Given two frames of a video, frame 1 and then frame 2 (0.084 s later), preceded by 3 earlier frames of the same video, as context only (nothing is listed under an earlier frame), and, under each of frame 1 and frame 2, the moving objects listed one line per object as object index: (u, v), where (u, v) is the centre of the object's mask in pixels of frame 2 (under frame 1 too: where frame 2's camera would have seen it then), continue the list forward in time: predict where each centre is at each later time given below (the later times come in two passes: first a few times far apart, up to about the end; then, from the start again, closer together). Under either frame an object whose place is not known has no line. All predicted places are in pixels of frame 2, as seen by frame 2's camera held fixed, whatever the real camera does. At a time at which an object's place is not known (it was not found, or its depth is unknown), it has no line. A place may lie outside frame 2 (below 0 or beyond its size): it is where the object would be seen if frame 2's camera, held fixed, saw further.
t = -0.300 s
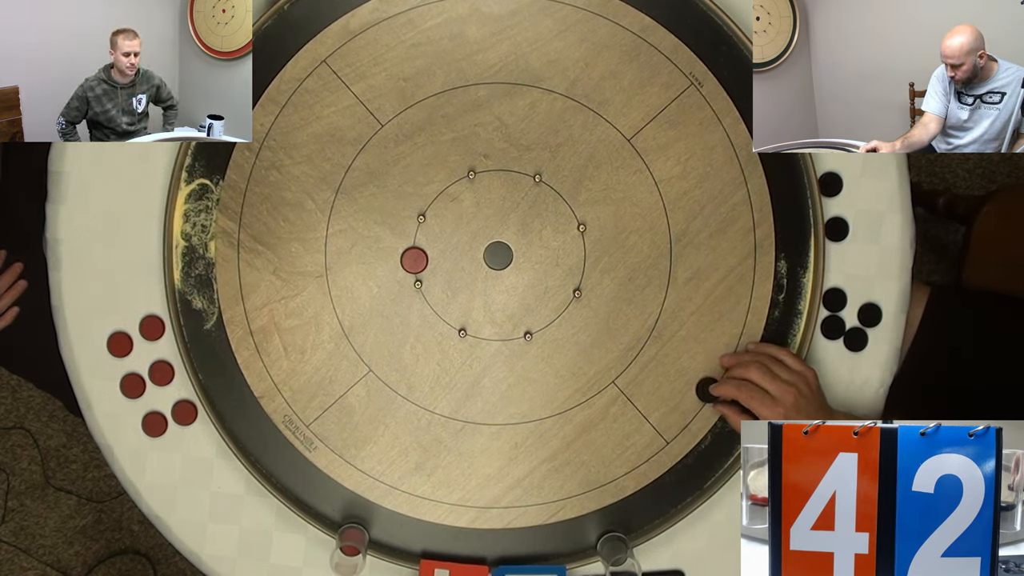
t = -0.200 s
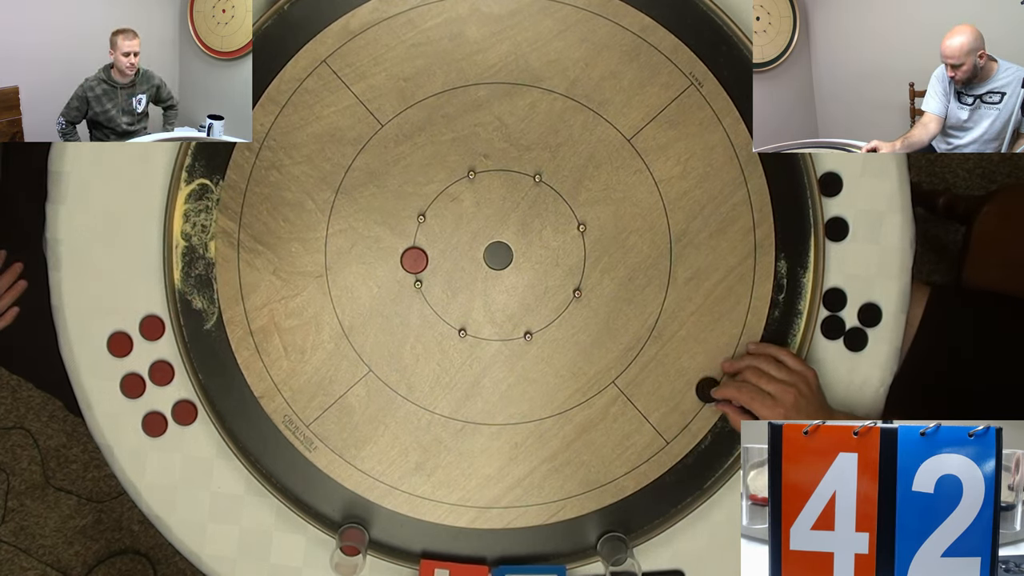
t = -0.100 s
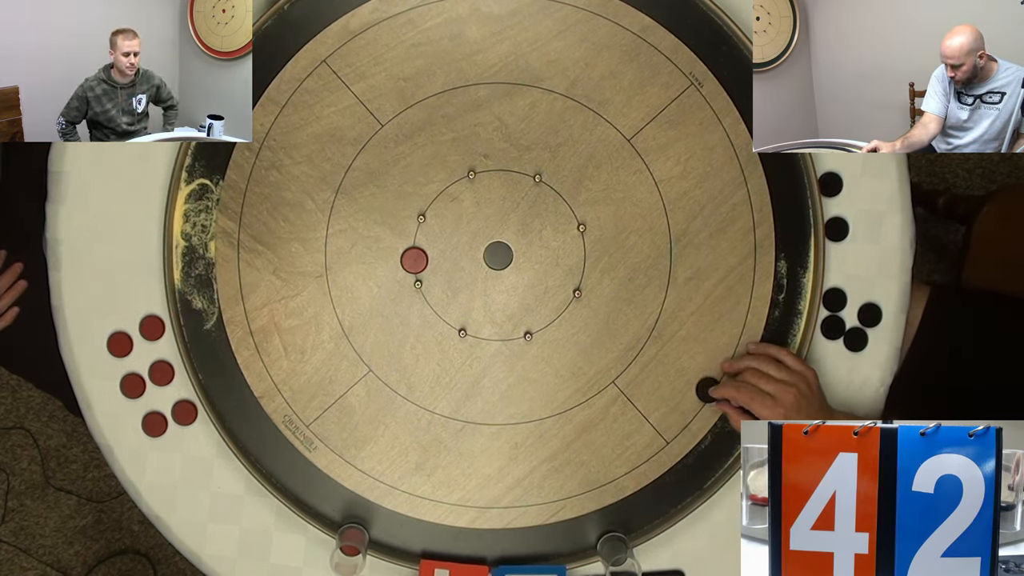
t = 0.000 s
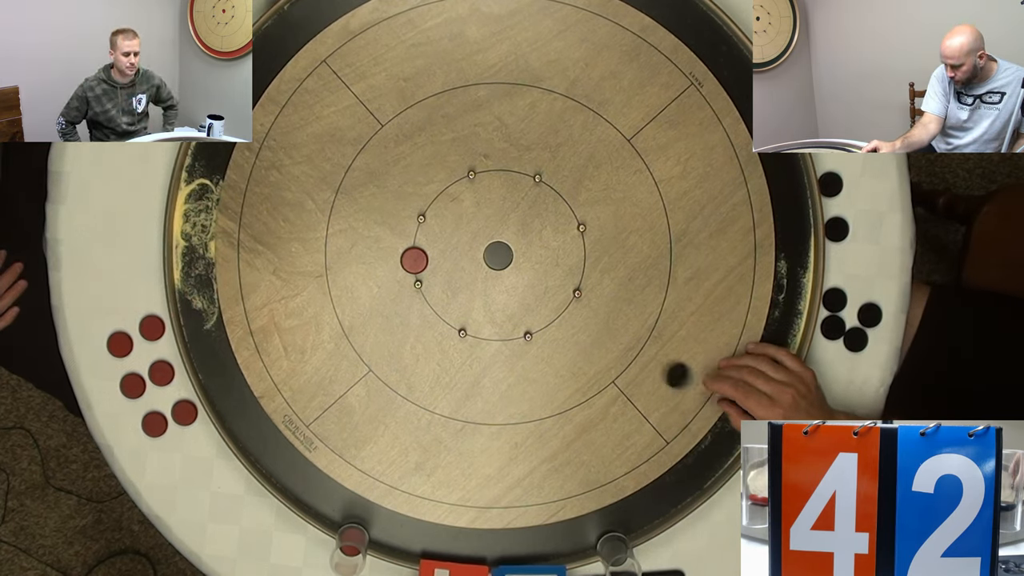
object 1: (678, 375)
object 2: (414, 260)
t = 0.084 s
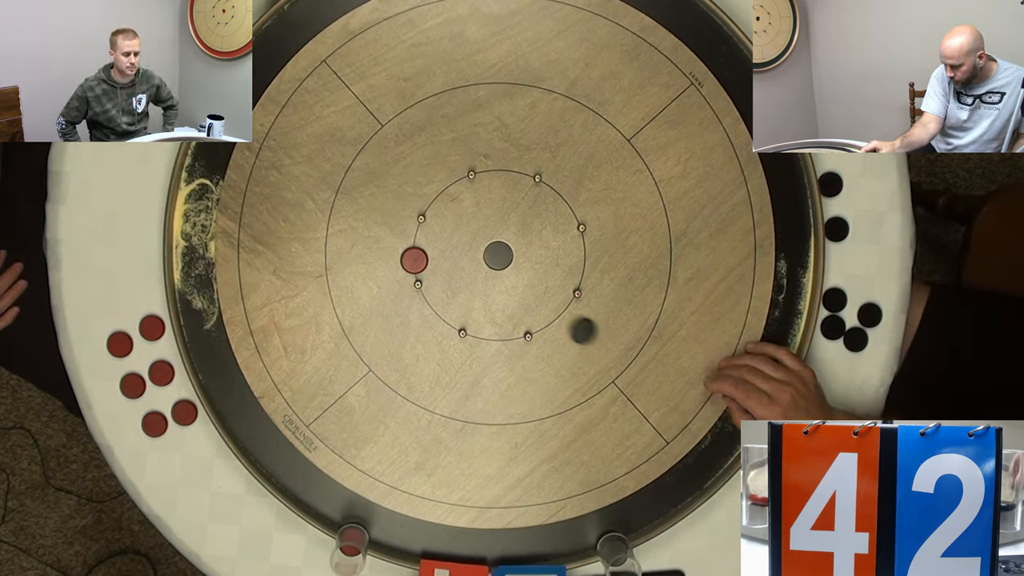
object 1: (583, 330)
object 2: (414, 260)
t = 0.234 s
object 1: (440, 259)
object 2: (399, 257)
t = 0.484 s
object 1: (462, 224)
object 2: (189, 221)
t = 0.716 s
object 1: (472, 222)
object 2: (192, 216)
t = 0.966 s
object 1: (472, 222)
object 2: (192, 216)
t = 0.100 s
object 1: (565, 322)
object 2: (414, 260)
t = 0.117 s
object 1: (547, 313)
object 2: (414, 260)
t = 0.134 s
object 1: (529, 305)
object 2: (414, 260)
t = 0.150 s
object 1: (512, 297)
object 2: (414, 260)
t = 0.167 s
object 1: (494, 288)
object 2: (414, 260)
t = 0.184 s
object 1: (476, 280)
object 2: (414, 260)
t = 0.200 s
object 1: (459, 272)
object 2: (414, 260)
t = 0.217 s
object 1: (443, 264)
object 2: (414, 260)
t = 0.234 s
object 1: (440, 259)
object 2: (399, 257)
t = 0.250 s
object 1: (439, 254)
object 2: (383, 255)
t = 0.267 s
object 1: (438, 249)
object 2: (368, 252)
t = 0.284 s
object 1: (437, 244)
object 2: (353, 250)
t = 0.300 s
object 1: (436, 239)
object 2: (338, 247)
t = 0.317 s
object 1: (436, 235)
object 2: (324, 245)
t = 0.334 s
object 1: (435, 231)
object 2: (309, 242)
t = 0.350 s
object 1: (437, 229)
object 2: (295, 240)
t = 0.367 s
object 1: (441, 228)
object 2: (281, 237)
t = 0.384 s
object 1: (445, 228)
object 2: (267, 235)
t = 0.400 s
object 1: (449, 227)
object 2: (253, 232)
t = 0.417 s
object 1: (452, 226)
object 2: (240, 230)
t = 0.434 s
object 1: (455, 226)
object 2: (226, 228)
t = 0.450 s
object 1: (457, 225)
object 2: (213, 226)
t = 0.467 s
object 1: (460, 225)
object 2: (202, 223)
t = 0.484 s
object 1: (462, 224)
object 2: (189, 221)
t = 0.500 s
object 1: (464, 224)
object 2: (187, 220)
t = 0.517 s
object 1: (466, 223)
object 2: (188, 219)
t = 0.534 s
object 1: (467, 223)
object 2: (188, 219)
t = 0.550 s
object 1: (469, 223)
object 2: (189, 219)
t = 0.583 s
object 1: (470, 222)
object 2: (190, 217)
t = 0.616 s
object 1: (472, 222)
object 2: (191, 216)
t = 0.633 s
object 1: (472, 222)
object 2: (191, 216)
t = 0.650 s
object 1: (472, 222)
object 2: (192, 216)
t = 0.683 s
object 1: (472, 222)
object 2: (192, 216)
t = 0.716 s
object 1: (472, 222)
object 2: (192, 216)
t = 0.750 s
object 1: (472, 222)
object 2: (192, 216)
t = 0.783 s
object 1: (472, 222)
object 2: (192, 216)
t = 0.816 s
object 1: (472, 222)
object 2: (192, 216)
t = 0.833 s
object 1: (472, 222)
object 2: (192, 216)
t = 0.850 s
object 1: (472, 222)
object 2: (192, 216)
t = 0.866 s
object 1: (472, 222)
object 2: (192, 216)
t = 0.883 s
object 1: (472, 222)
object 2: (192, 216)
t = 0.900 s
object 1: (472, 222)
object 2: (192, 216)
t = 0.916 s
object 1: (472, 222)
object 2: (192, 216)
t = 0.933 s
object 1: (472, 222)
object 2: (192, 216)
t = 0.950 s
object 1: (472, 222)
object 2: (192, 216)
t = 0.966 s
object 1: (472, 222)
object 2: (192, 216)
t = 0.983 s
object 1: (472, 222)
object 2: (192, 216)
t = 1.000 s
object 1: (472, 222)
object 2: (192, 216)
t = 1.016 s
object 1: (472, 222)
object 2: (192, 216)
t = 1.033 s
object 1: (472, 222)
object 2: (192, 216)
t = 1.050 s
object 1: (472, 222)
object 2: (192, 216)
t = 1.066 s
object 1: (472, 222)
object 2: (192, 216)
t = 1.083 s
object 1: (472, 222)
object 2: (192, 216)
